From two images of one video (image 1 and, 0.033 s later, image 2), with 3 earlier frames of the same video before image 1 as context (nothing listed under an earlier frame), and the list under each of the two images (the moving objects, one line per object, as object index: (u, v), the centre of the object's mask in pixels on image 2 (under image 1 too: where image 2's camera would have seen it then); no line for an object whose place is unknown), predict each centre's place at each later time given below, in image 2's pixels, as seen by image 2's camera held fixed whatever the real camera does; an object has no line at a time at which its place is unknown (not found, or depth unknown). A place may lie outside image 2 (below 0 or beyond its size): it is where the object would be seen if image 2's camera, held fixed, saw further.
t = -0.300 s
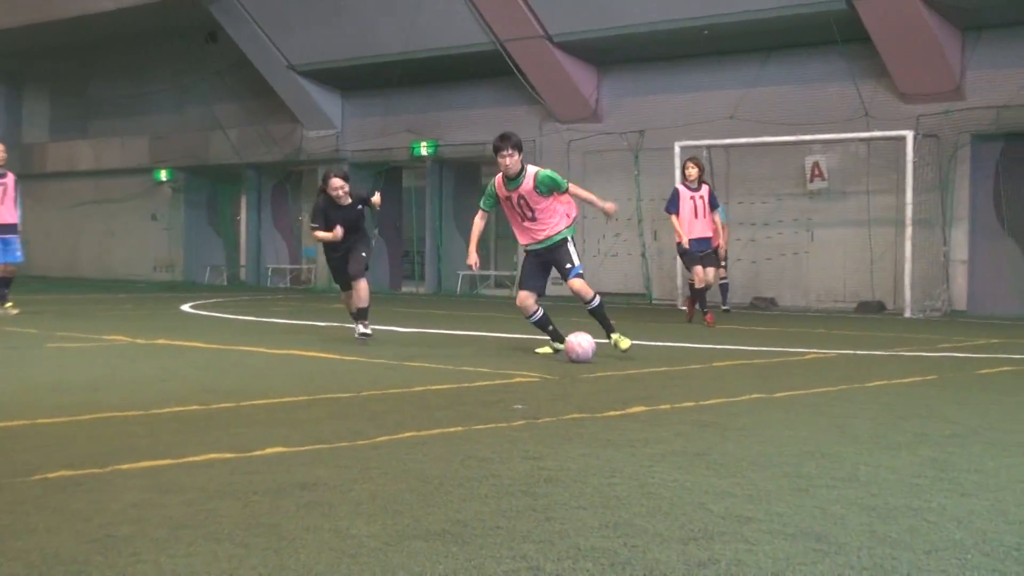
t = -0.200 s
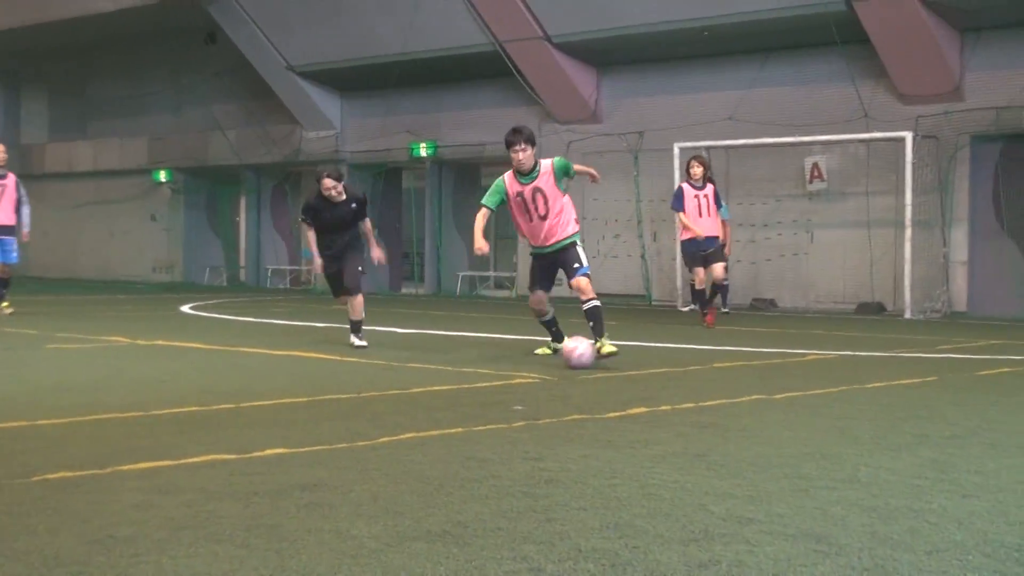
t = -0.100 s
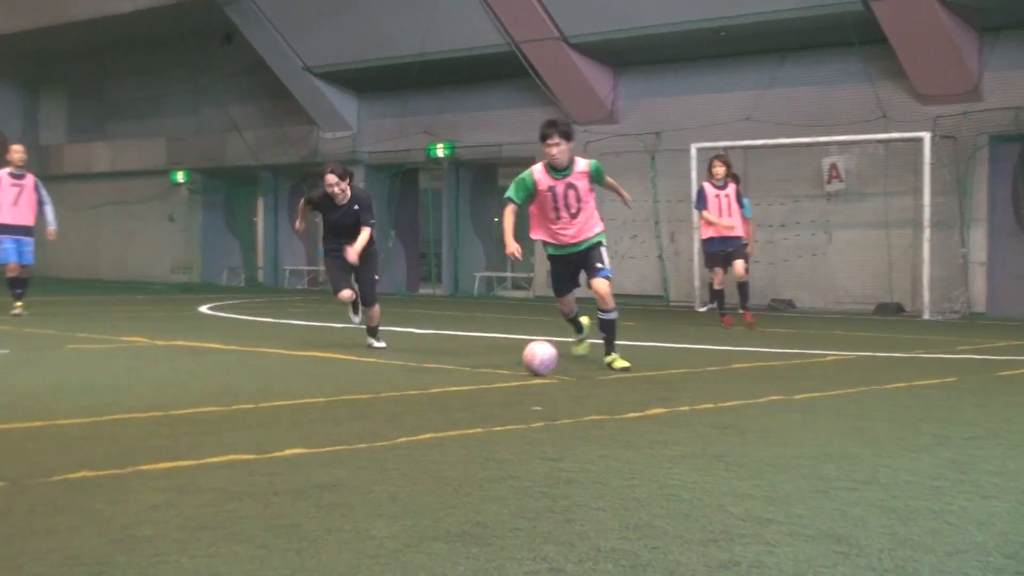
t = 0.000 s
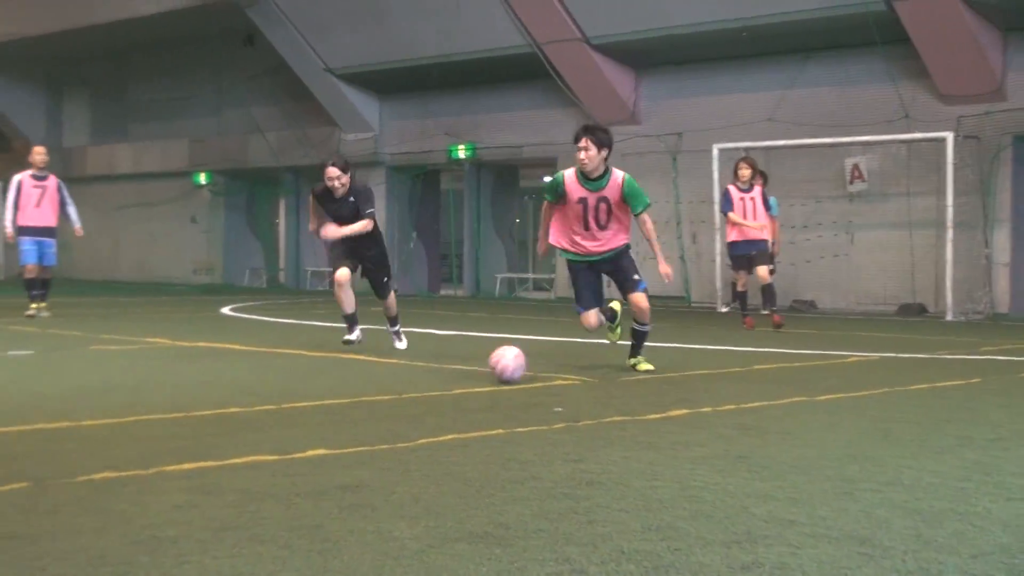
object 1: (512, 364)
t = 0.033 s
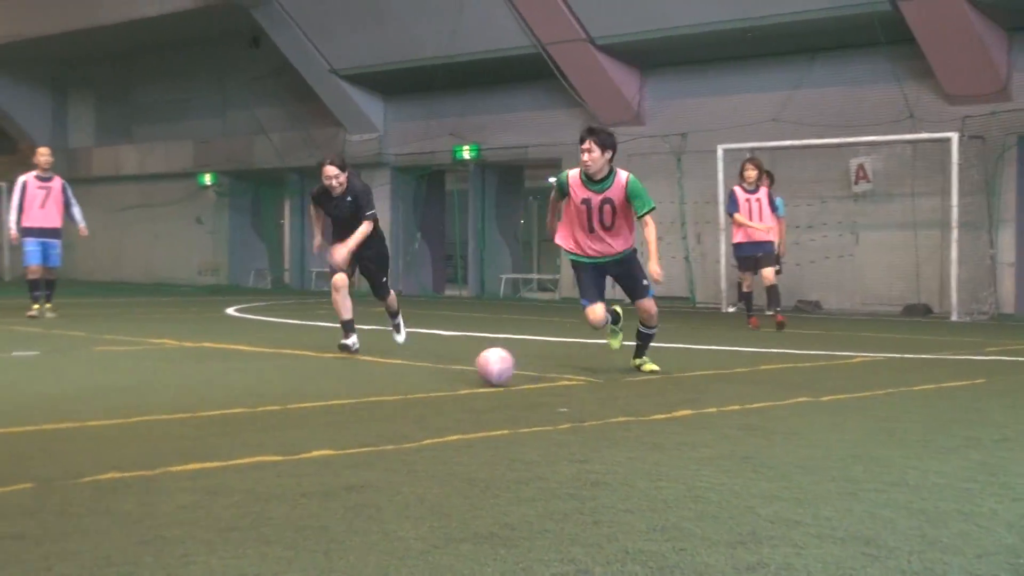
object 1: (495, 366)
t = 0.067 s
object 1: (477, 370)
